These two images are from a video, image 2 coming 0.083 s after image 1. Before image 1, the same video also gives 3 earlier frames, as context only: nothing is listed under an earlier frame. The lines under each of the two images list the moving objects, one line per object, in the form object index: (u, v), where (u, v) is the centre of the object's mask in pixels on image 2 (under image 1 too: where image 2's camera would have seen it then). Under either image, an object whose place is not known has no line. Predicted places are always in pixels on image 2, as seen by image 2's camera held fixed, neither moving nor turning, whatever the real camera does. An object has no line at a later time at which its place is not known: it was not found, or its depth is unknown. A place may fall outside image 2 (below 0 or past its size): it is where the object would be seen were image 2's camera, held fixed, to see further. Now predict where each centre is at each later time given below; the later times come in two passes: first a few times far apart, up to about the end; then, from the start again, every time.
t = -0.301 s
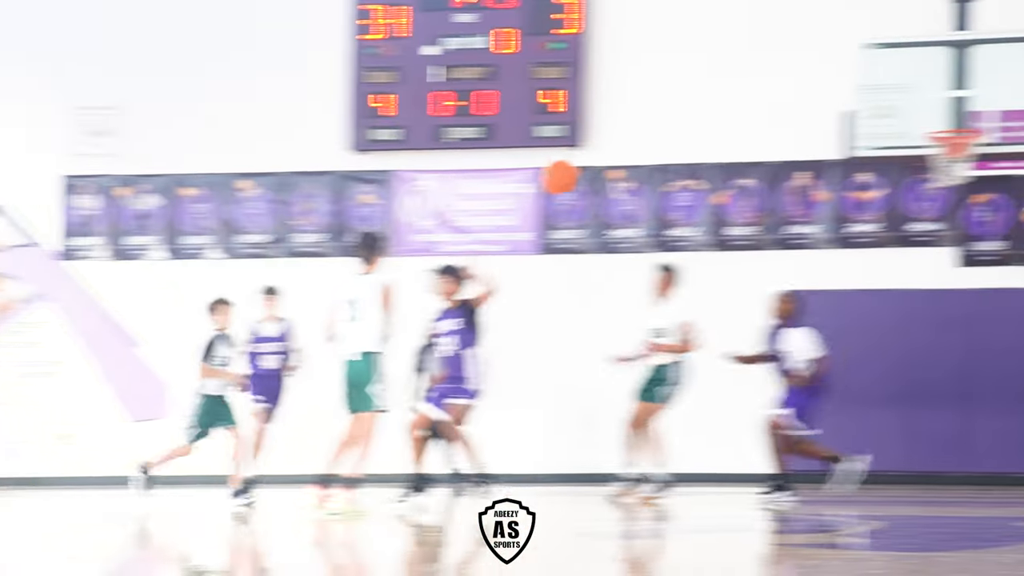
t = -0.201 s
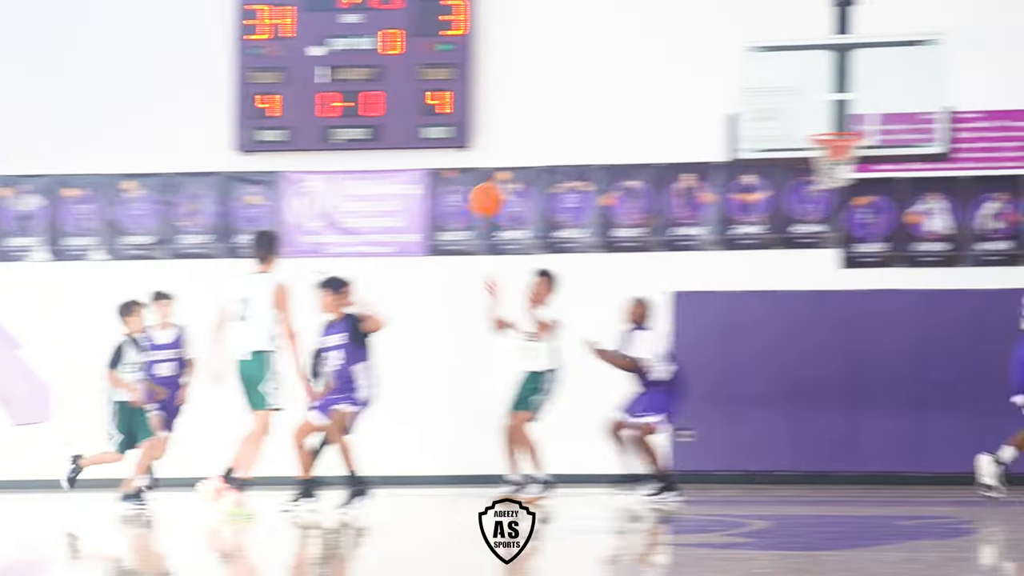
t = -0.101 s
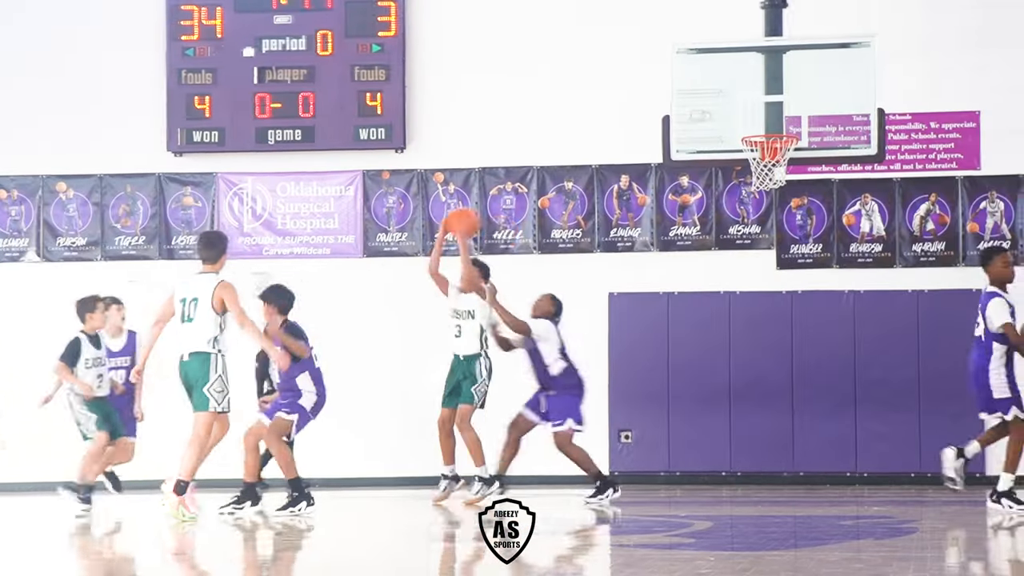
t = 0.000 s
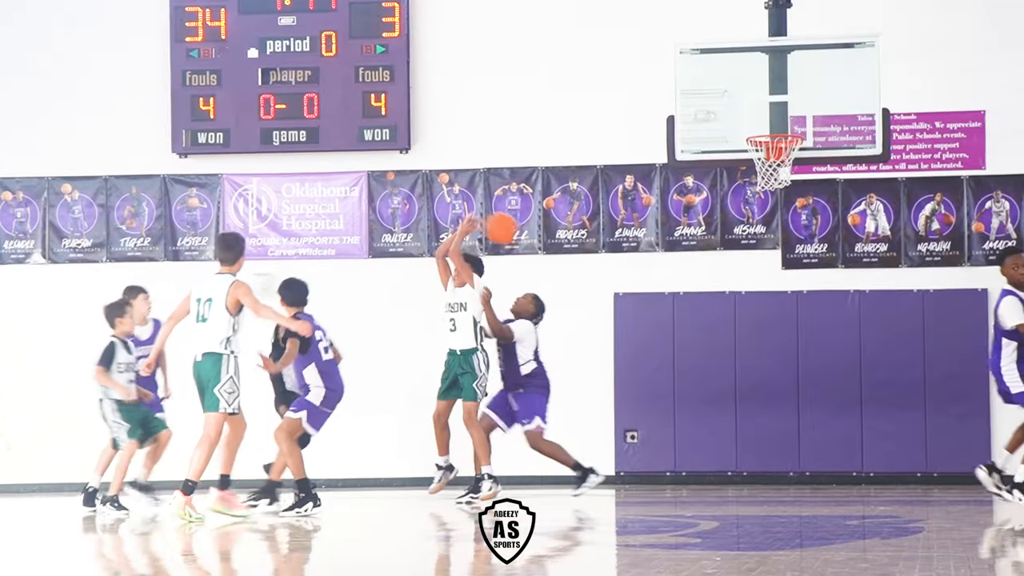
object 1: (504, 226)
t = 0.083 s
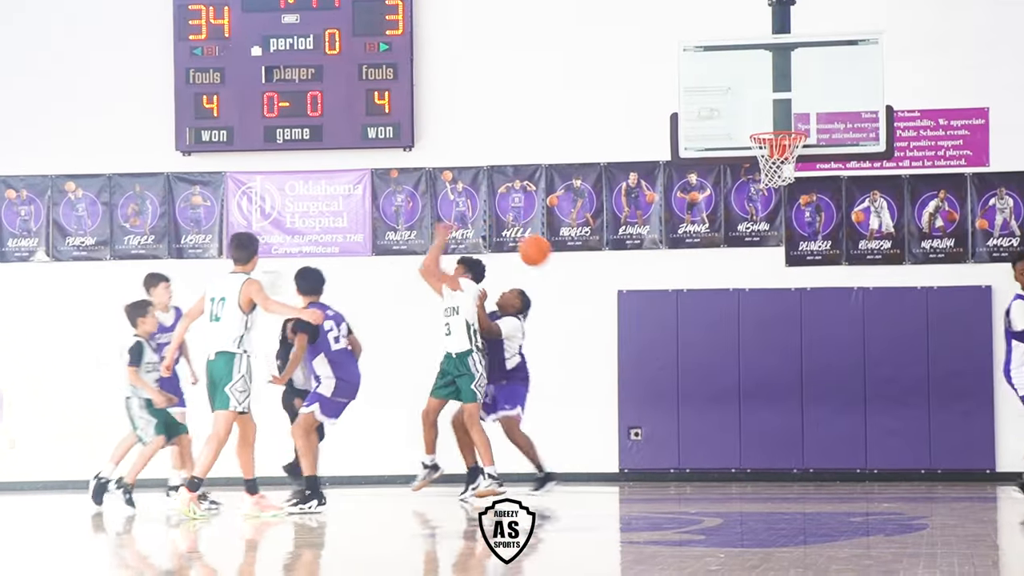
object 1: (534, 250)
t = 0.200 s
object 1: (575, 301)
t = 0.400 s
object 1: (643, 424)
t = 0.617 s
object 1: (685, 404)
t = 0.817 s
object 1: (712, 334)
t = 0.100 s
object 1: (540, 255)
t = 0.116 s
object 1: (546, 262)
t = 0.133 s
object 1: (552, 270)
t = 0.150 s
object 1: (558, 277)
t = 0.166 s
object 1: (564, 284)
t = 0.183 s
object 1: (570, 292)
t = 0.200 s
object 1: (575, 301)
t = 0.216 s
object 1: (581, 309)
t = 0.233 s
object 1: (587, 318)
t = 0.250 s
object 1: (592, 327)
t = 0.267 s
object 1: (598, 336)
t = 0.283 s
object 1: (604, 346)
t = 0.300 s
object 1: (611, 357)
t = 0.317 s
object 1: (617, 368)
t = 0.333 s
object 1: (622, 378)
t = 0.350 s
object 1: (627, 390)
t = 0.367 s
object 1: (632, 400)
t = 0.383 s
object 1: (637, 412)
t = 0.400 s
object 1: (643, 424)
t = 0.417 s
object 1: (648, 437)
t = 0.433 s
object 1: (654, 450)
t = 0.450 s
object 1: (659, 463)
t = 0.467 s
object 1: (664, 477)
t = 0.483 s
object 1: (668, 477)
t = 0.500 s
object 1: (670, 468)
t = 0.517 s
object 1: (672, 458)
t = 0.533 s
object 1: (675, 448)
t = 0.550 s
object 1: (677, 438)
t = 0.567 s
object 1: (679, 429)
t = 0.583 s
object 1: (681, 420)
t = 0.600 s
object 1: (683, 412)
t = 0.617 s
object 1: (685, 404)
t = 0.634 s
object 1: (688, 395)
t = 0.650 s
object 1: (689, 388)
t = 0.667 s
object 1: (692, 381)
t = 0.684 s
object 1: (694, 374)
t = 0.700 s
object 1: (695, 368)
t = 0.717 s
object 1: (698, 362)
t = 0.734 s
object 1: (700, 357)
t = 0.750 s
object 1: (703, 352)
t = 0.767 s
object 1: (704, 346)
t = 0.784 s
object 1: (707, 342)
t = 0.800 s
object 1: (709, 338)
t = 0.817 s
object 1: (712, 334)
